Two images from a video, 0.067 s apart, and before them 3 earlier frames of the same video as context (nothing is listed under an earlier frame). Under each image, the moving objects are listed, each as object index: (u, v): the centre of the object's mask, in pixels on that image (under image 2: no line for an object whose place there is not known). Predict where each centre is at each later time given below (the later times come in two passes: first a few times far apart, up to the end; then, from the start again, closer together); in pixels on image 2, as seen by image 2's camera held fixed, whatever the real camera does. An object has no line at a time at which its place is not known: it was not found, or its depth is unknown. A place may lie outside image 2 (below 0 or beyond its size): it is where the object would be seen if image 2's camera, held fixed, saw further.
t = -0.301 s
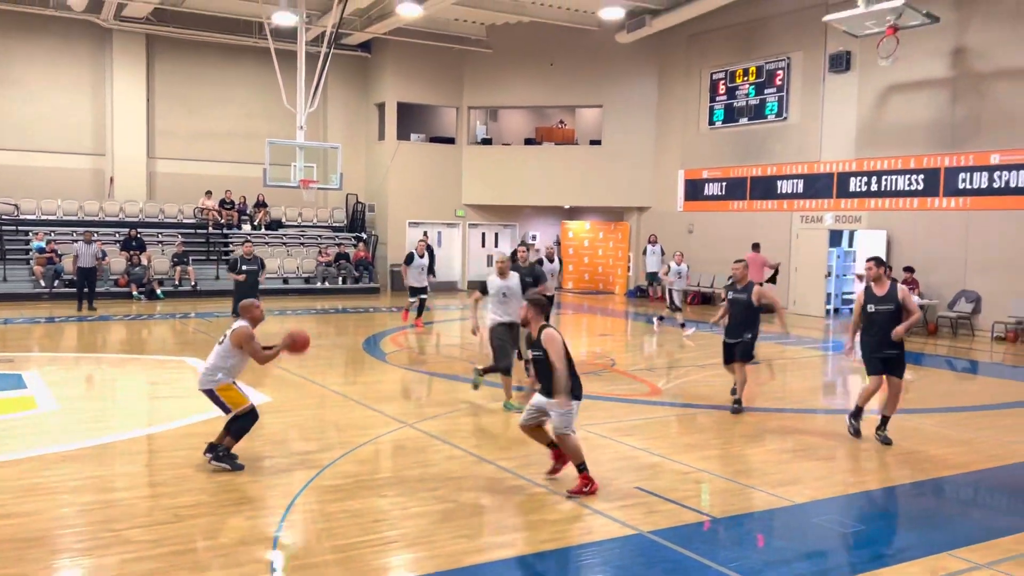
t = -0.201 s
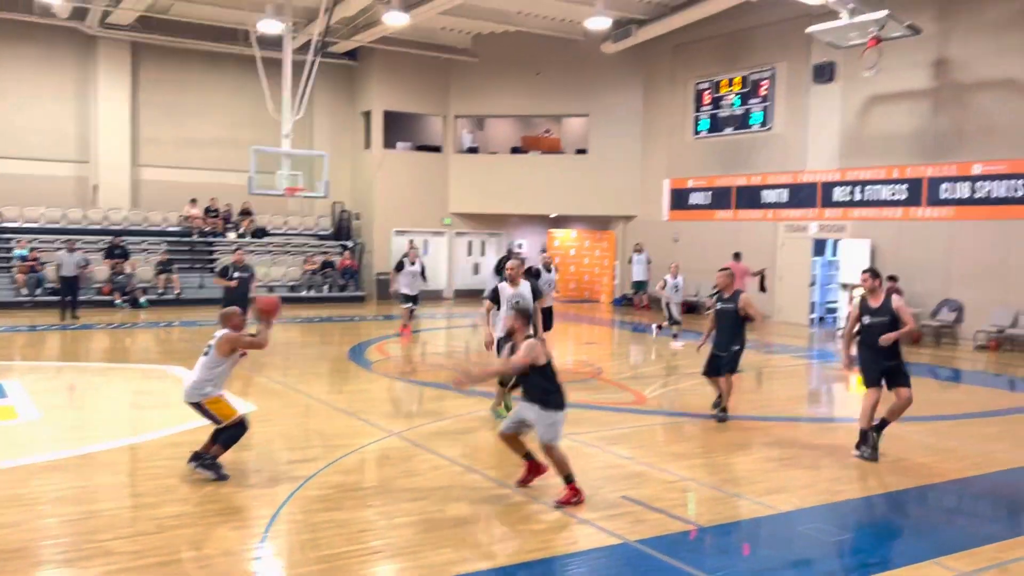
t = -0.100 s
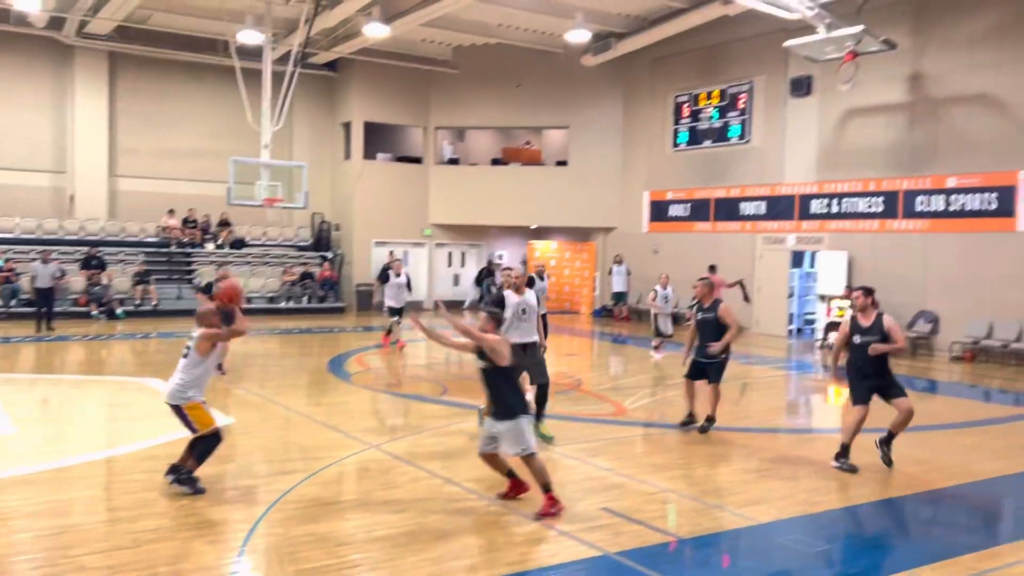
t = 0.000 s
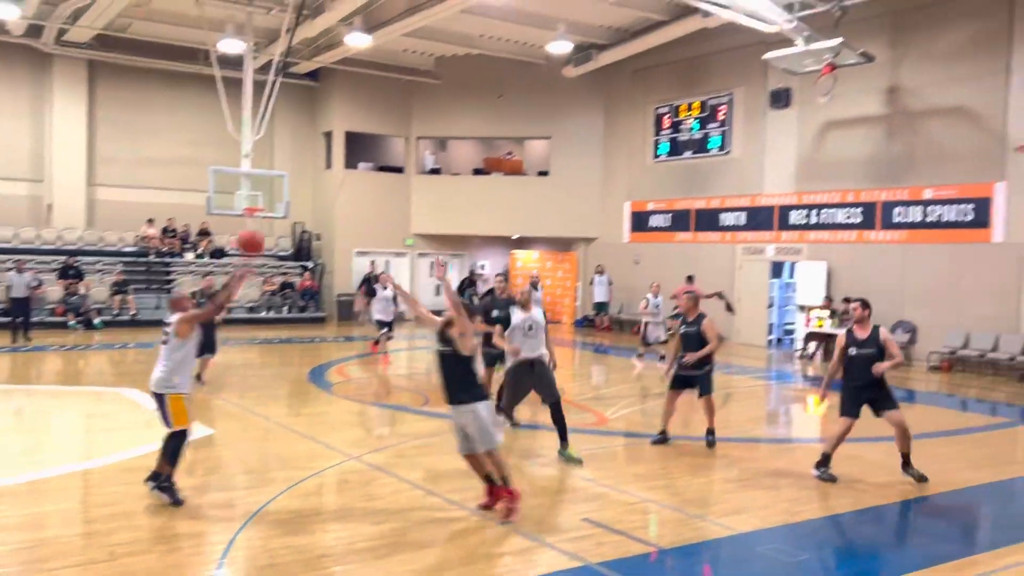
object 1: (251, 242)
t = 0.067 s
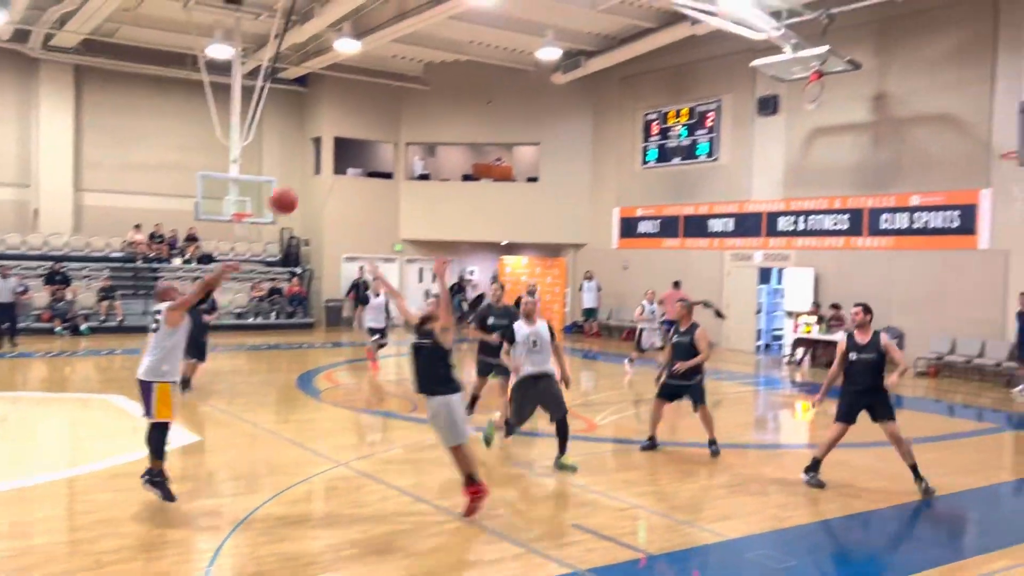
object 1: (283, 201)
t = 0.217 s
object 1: (385, 110)
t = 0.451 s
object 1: (544, 21)
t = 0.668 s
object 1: (695, -7)
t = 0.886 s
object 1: (849, 22)
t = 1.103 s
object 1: (999, 113)
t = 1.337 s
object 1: (1021, 212)
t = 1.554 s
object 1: (1001, 247)
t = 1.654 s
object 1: (990, 282)
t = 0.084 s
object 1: (295, 190)
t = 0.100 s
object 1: (307, 179)
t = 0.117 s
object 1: (317, 169)
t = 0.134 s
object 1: (329, 158)
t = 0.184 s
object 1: (363, 129)
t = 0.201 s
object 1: (375, 119)
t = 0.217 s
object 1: (385, 110)
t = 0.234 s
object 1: (397, 102)
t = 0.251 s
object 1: (408, 94)
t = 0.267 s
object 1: (419, 86)
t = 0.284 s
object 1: (432, 78)
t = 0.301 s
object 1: (442, 73)
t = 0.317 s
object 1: (454, 64)
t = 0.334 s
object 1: (465, 58)
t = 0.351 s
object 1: (476, 53)
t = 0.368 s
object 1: (488, 46)
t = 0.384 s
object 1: (499, 41)
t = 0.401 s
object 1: (511, 35)
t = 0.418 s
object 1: (522, 30)
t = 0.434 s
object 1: (533, 25)
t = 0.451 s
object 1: (544, 21)
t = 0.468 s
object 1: (556, 16)
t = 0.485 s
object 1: (568, 13)
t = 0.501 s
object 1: (580, 10)
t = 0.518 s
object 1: (592, 7)
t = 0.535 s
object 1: (602, 4)
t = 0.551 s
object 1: (614, 2)
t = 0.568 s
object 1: (625, 0)
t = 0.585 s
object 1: (637, -2)
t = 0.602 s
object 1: (648, -3)
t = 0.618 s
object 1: (661, -5)
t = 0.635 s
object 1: (672, -6)
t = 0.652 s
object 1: (685, -7)
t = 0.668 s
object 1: (695, -7)
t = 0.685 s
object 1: (707, -7)
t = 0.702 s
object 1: (718, -6)
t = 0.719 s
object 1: (730, -5)
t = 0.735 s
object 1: (744, -4)
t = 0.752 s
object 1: (757, -3)
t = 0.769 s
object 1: (768, 0)
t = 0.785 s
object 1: (778, 3)
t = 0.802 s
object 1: (790, 5)
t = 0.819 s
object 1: (803, 8)
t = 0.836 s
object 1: (814, 12)
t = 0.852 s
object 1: (826, 14)
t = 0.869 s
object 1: (838, 19)
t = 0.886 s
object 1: (849, 22)
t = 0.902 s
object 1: (860, 27)
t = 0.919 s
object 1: (871, 32)
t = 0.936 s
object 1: (883, 37)
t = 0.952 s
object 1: (895, 44)
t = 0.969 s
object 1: (908, 50)
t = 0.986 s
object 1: (918, 57)
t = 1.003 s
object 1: (931, 64)
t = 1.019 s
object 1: (942, 71)
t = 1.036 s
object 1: (954, 79)
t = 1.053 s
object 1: (965, 86)
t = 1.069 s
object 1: (977, 96)
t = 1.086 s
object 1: (989, 105)
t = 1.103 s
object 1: (999, 113)
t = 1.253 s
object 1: (1037, 197)
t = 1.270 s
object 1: (1034, 202)
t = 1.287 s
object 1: (1030, 206)
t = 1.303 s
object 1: (1026, 209)
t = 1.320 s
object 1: (1024, 209)
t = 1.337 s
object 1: (1021, 212)
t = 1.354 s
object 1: (1020, 212)
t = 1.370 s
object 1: (1017, 212)
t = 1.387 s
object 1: (1016, 215)
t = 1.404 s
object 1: (1014, 215)
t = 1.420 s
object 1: (1014, 218)
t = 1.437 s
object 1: (1013, 220)
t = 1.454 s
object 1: (1011, 223)
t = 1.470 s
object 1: (1010, 226)
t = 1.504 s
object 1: (1007, 233)
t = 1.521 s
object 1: (1004, 238)
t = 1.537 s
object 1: (1004, 242)
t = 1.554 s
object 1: (1001, 247)
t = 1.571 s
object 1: (999, 252)
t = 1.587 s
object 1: (998, 258)
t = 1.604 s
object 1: (995, 263)
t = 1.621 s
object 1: (993, 269)
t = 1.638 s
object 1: (992, 276)
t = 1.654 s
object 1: (990, 282)
